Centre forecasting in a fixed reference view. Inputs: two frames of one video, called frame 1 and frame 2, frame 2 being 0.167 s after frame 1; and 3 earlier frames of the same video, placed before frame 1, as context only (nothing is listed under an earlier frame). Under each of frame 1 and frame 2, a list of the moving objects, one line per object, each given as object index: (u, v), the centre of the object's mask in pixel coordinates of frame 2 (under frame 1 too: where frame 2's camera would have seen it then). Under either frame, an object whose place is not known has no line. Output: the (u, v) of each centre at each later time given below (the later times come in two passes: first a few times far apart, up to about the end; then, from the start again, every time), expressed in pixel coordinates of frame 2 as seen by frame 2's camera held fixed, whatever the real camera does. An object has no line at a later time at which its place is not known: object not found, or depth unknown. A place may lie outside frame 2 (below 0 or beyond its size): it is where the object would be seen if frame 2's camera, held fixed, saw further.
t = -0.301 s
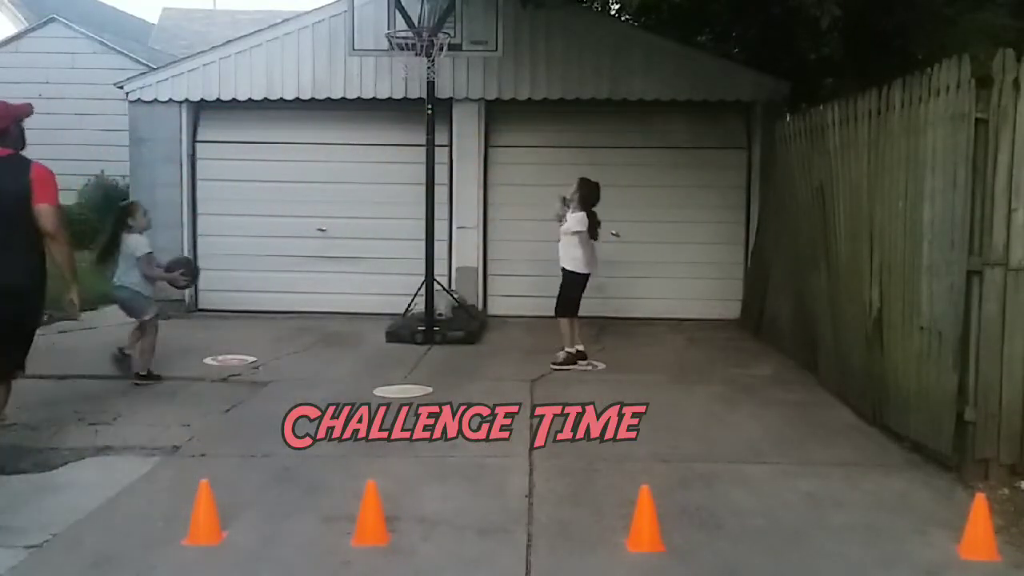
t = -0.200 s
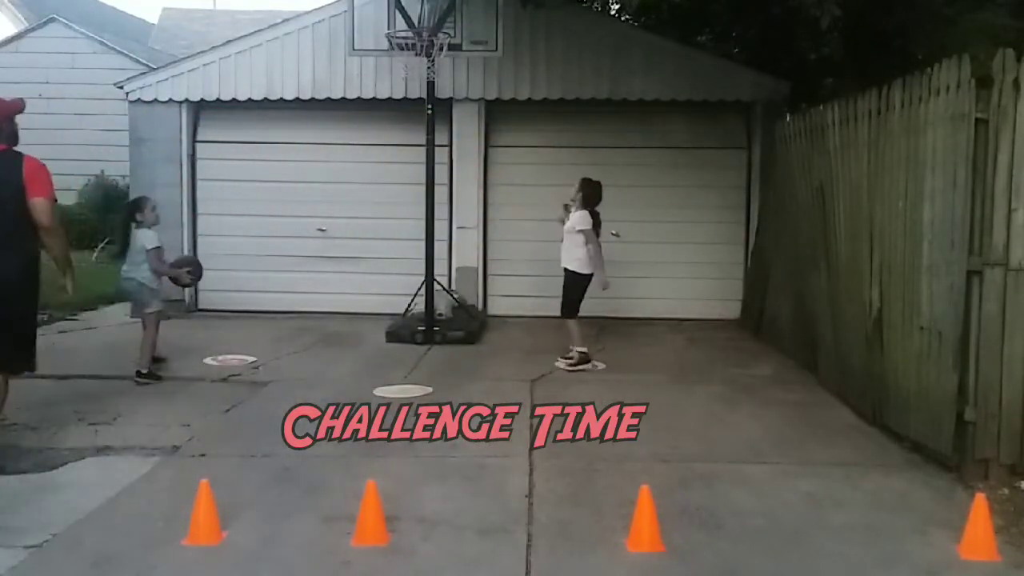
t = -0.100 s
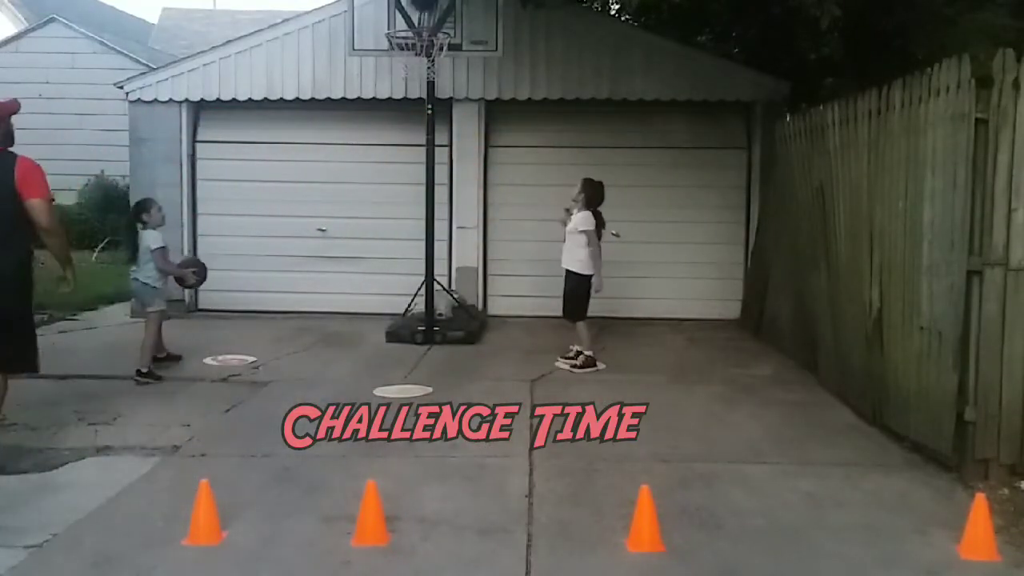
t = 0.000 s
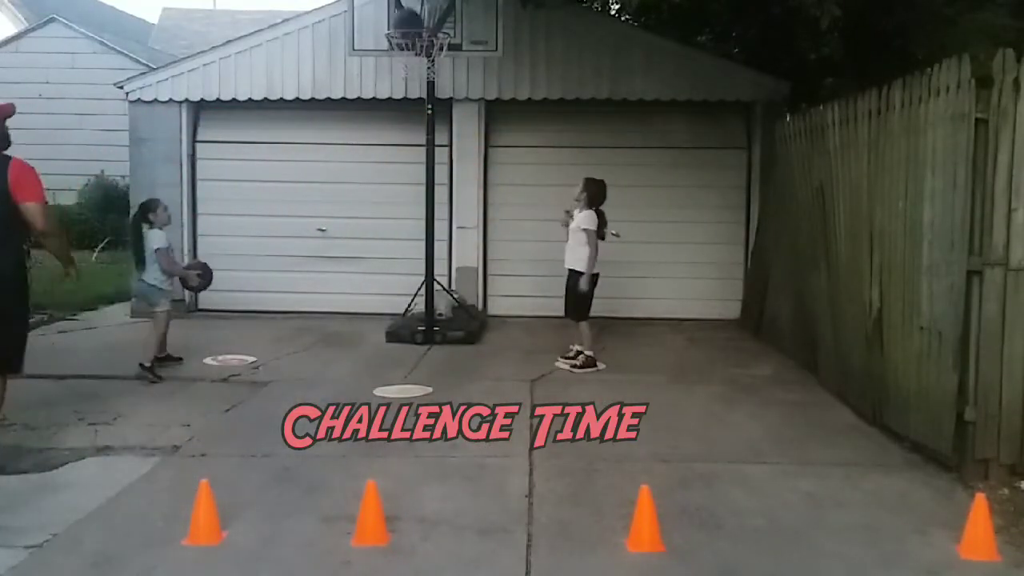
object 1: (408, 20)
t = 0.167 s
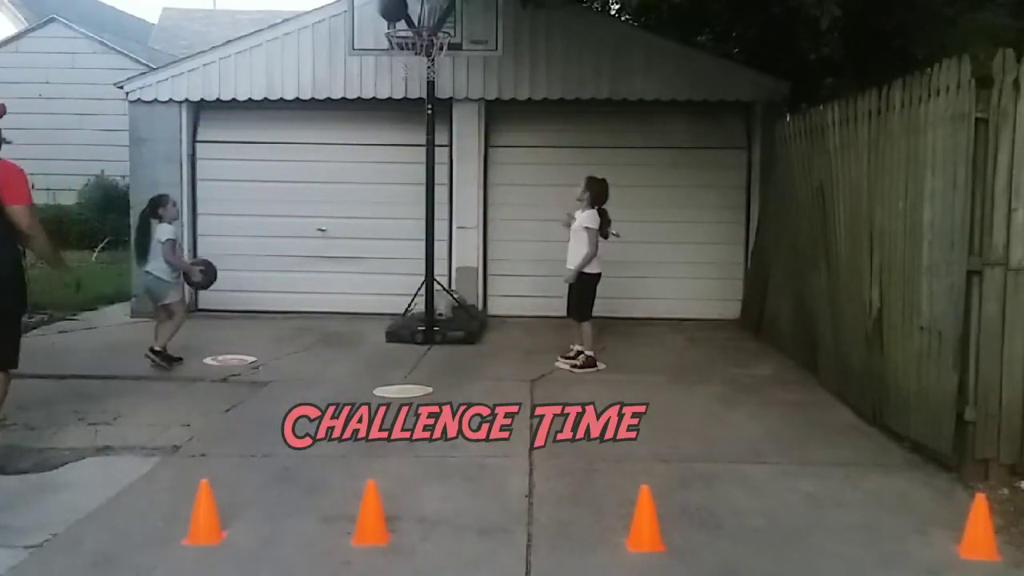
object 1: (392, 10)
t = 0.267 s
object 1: (386, 14)
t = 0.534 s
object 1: (365, 94)
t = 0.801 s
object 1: (346, 262)
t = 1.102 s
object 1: (319, 232)
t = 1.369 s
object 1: (291, 157)
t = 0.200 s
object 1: (390, 11)
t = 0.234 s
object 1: (388, 12)
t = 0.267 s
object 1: (386, 14)
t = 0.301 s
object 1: (382, 19)
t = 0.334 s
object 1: (379, 26)
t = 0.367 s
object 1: (375, 34)
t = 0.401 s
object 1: (374, 44)
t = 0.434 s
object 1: (372, 55)
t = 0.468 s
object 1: (371, 67)
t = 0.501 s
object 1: (368, 80)
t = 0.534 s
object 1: (365, 94)
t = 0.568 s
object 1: (363, 112)
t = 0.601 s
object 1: (361, 132)
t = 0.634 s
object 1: (359, 148)
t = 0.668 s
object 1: (356, 170)
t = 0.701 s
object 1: (354, 190)
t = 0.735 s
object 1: (351, 213)
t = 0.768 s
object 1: (348, 239)
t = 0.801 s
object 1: (346, 262)
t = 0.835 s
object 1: (344, 289)
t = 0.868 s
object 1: (341, 322)
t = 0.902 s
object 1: (340, 345)
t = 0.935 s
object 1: (336, 330)
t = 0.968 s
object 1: (332, 305)
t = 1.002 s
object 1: (330, 285)
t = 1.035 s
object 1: (326, 265)
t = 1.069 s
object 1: (322, 247)
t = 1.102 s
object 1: (319, 232)
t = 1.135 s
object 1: (316, 217)
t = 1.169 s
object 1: (313, 204)
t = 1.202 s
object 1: (309, 193)
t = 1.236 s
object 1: (305, 183)
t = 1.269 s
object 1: (302, 174)
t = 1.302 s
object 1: (298, 167)
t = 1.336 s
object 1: (295, 161)
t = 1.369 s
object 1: (291, 157)
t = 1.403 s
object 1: (288, 154)
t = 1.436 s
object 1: (284, 153)
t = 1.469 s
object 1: (281, 153)
